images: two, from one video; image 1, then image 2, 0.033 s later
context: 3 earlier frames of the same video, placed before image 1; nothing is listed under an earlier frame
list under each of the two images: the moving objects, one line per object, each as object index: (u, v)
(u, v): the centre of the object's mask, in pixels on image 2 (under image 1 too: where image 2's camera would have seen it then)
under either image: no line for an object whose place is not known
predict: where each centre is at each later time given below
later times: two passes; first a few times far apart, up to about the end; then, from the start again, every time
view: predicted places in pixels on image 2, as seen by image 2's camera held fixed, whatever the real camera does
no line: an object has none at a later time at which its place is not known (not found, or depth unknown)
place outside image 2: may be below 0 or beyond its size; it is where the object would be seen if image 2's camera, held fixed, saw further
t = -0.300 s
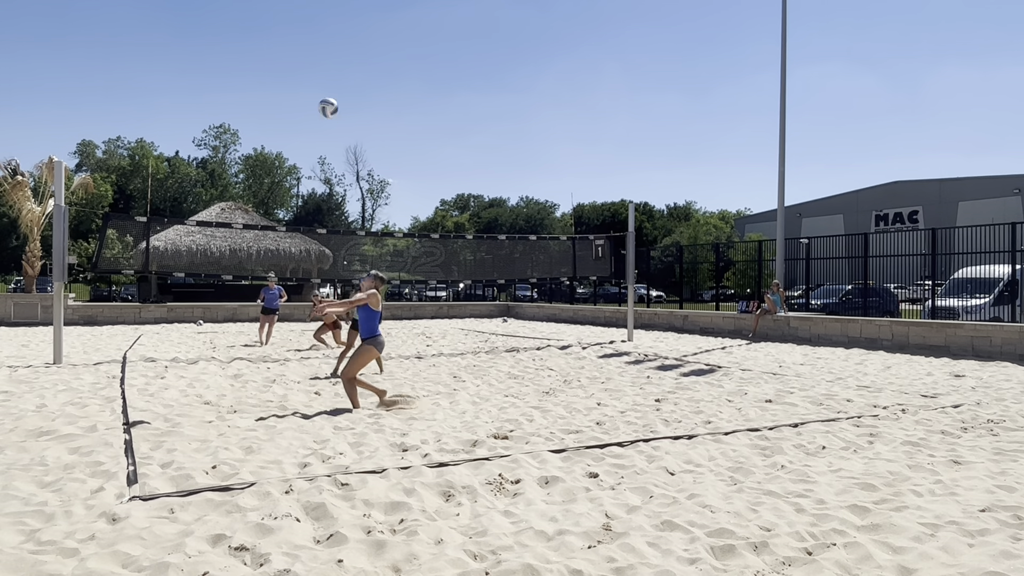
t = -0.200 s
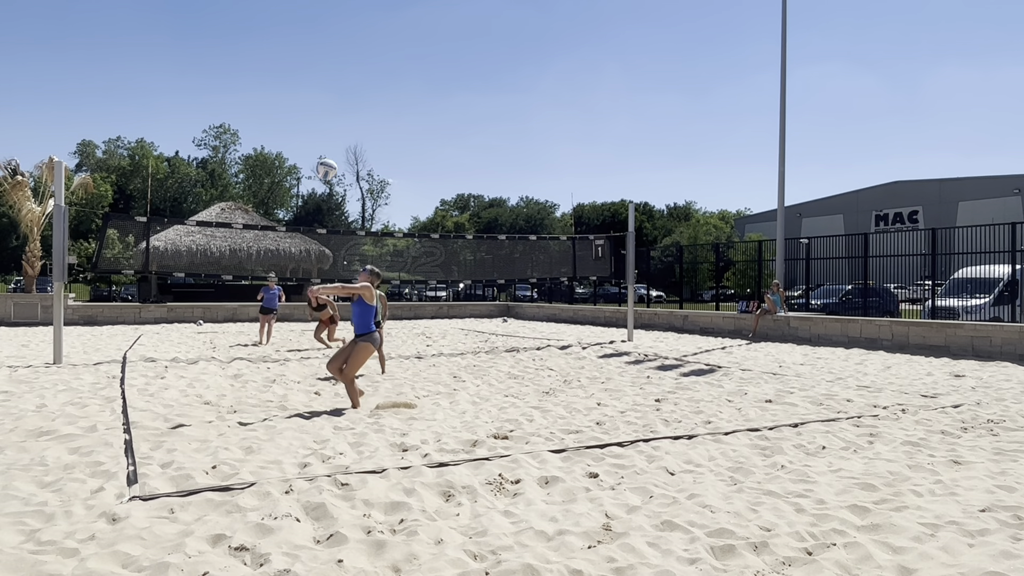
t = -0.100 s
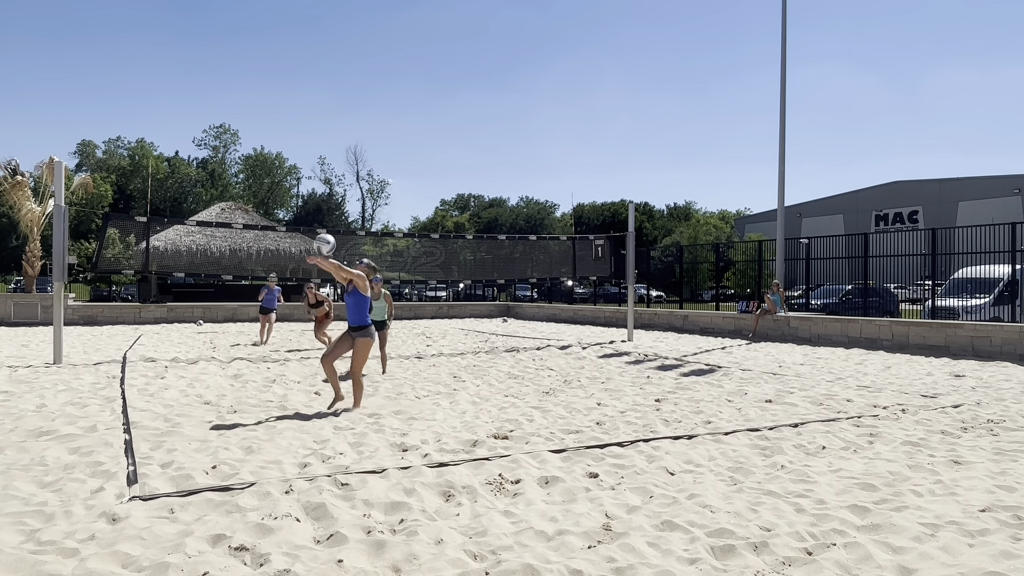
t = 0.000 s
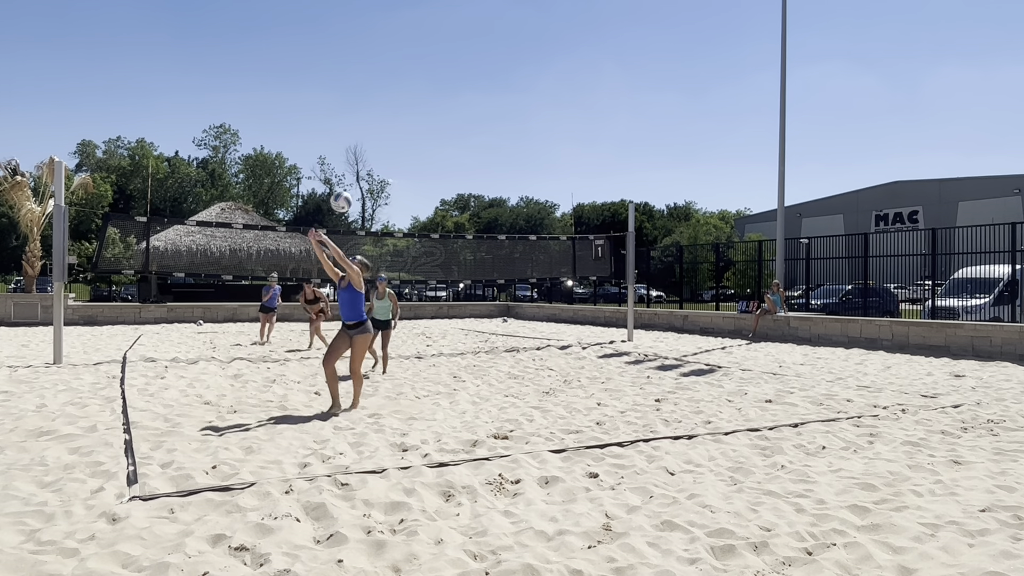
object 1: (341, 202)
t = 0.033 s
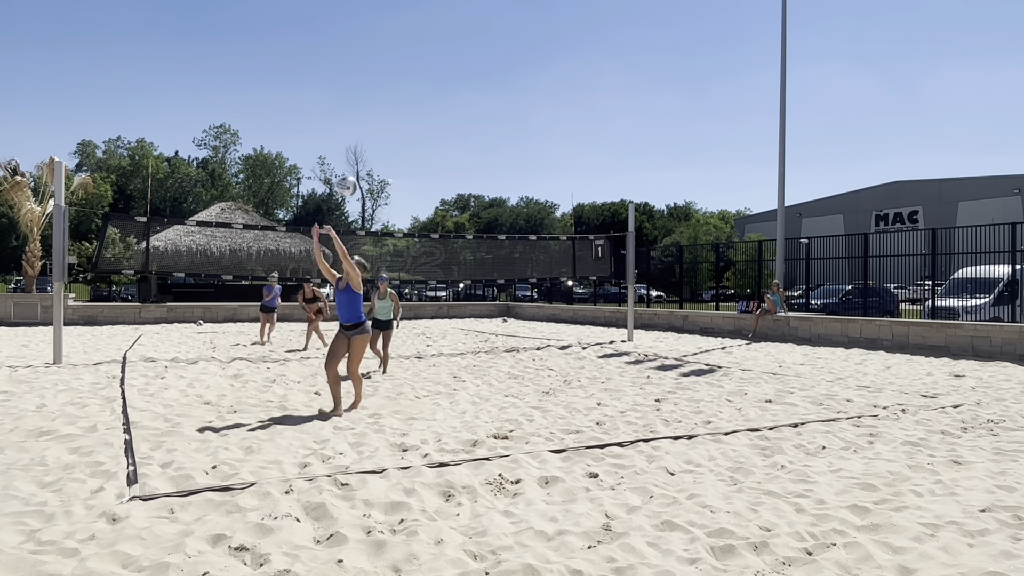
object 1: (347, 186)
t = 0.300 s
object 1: (388, 109)
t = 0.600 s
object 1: (425, 106)
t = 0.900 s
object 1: (458, 175)
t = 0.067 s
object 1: (352, 172)
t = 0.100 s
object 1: (358, 159)
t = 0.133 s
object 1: (363, 148)
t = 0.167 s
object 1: (368, 138)
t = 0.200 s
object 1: (373, 129)
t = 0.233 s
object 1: (378, 121)
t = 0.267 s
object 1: (383, 115)
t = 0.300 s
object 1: (388, 109)
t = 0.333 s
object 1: (392, 105)
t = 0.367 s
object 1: (396, 102)
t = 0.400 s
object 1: (401, 100)
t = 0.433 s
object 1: (405, 98)
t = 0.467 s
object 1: (410, 98)
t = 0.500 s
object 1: (414, 99)
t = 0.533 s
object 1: (418, 101)
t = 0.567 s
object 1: (422, 103)
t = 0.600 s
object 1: (425, 106)
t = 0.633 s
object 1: (429, 111)
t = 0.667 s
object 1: (433, 117)
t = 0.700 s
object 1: (437, 123)
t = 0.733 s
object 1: (440, 130)
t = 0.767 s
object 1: (444, 137)
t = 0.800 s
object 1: (448, 145)
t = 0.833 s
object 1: (451, 154)
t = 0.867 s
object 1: (454, 164)
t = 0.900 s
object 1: (458, 175)
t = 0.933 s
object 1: (461, 186)
